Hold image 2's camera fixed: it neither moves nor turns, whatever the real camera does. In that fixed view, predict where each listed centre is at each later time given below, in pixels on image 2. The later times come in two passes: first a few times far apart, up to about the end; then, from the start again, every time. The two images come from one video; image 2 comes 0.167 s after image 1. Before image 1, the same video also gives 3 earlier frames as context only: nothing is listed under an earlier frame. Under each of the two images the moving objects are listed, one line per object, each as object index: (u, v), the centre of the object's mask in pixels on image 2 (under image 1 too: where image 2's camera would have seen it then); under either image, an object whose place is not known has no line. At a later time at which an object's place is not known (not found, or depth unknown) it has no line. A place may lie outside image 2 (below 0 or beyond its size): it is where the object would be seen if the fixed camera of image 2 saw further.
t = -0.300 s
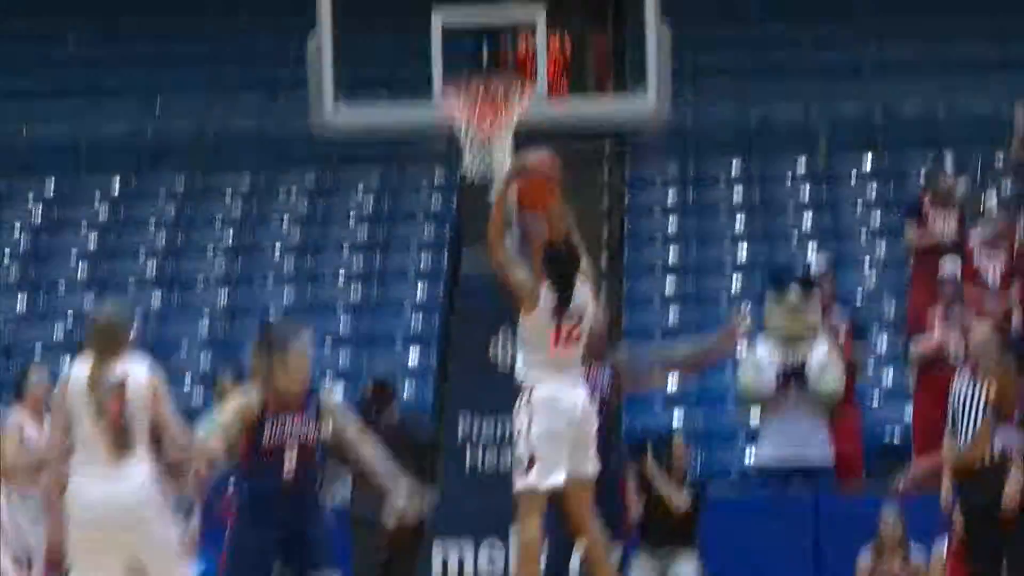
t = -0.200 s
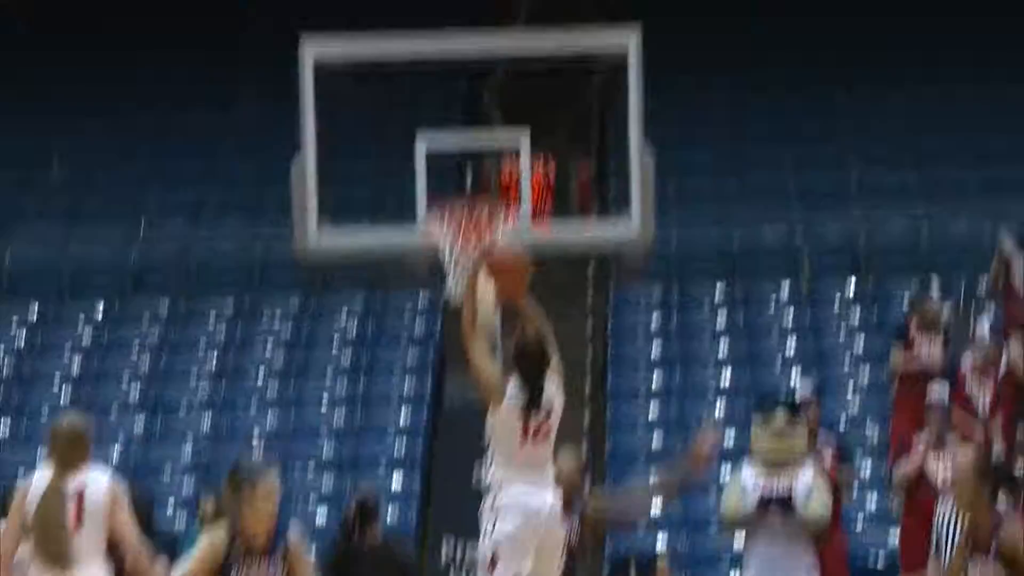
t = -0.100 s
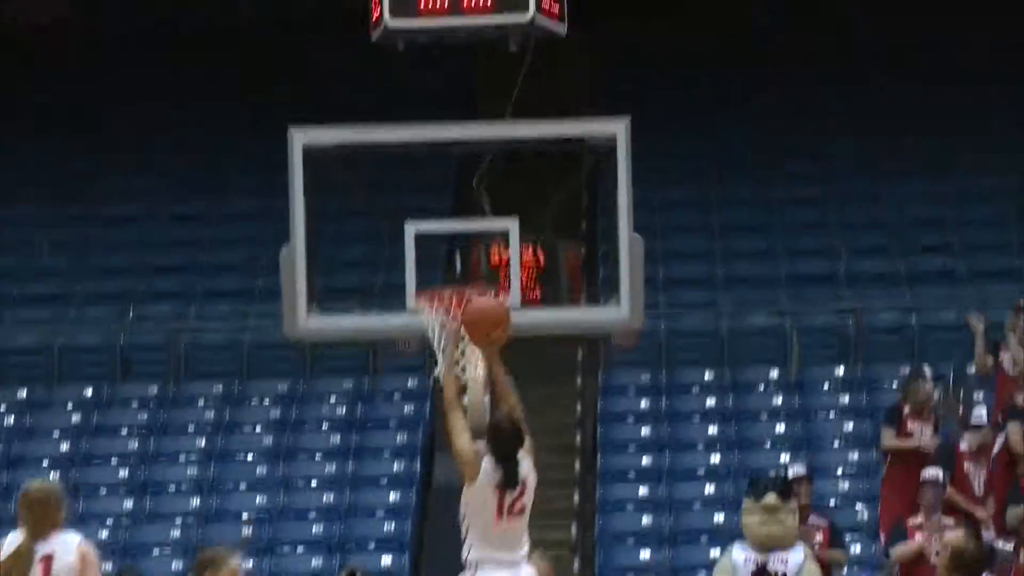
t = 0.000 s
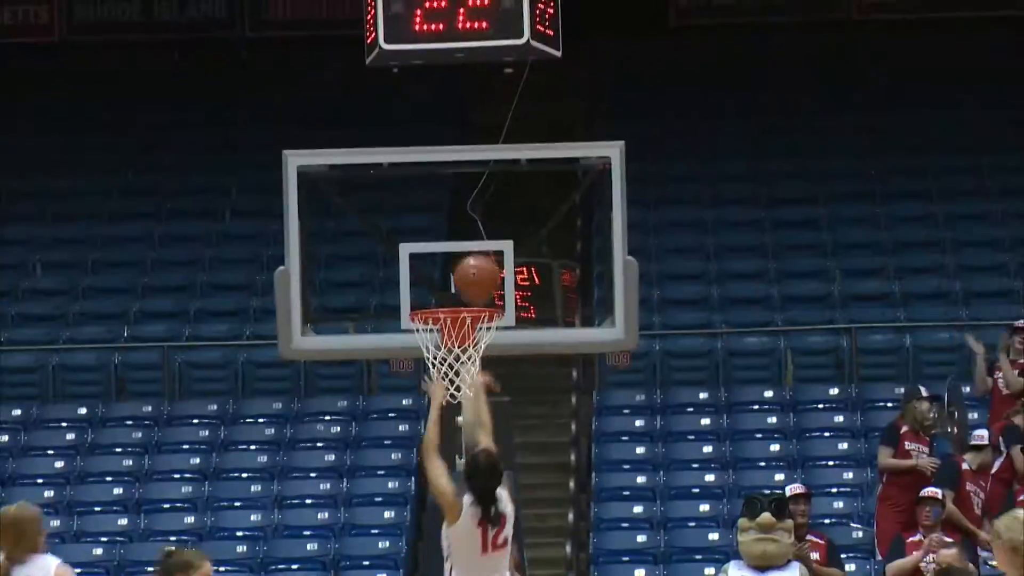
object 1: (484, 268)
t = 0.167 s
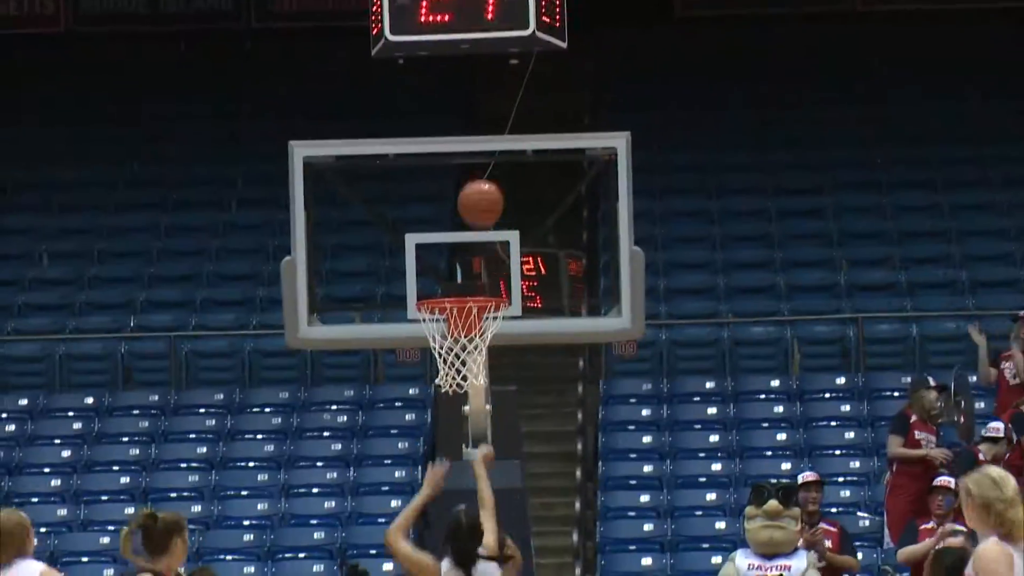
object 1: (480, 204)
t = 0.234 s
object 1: (480, 193)
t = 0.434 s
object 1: (478, 208)
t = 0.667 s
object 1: (468, 292)
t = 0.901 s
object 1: (425, 325)
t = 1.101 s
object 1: (466, 369)
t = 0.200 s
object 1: (480, 197)
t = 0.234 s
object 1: (480, 193)
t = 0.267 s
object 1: (479, 191)
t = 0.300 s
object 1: (479, 190)
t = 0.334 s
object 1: (479, 192)
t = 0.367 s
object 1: (478, 195)
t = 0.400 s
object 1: (478, 201)
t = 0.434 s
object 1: (478, 208)
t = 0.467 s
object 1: (478, 217)
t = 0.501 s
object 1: (478, 230)
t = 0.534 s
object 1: (478, 243)
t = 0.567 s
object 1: (479, 261)
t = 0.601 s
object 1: (479, 275)
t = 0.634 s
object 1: (479, 285)
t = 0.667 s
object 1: (468, 292)
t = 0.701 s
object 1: (444, 321)
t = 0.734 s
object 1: (431, 335)
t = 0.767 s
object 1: (424, 337)
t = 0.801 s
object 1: (420, 332)
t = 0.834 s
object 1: (421, 319)
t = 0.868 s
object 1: (421, 320)
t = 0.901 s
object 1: (425, 325)
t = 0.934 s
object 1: (425, 325)
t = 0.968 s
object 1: (438, 341)
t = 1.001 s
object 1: (444, 348)
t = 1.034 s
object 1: (451, 353)
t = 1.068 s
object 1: (459, 360)
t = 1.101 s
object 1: (466, 369)
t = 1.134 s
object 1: (473, 370)
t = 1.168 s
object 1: (480, 396)
